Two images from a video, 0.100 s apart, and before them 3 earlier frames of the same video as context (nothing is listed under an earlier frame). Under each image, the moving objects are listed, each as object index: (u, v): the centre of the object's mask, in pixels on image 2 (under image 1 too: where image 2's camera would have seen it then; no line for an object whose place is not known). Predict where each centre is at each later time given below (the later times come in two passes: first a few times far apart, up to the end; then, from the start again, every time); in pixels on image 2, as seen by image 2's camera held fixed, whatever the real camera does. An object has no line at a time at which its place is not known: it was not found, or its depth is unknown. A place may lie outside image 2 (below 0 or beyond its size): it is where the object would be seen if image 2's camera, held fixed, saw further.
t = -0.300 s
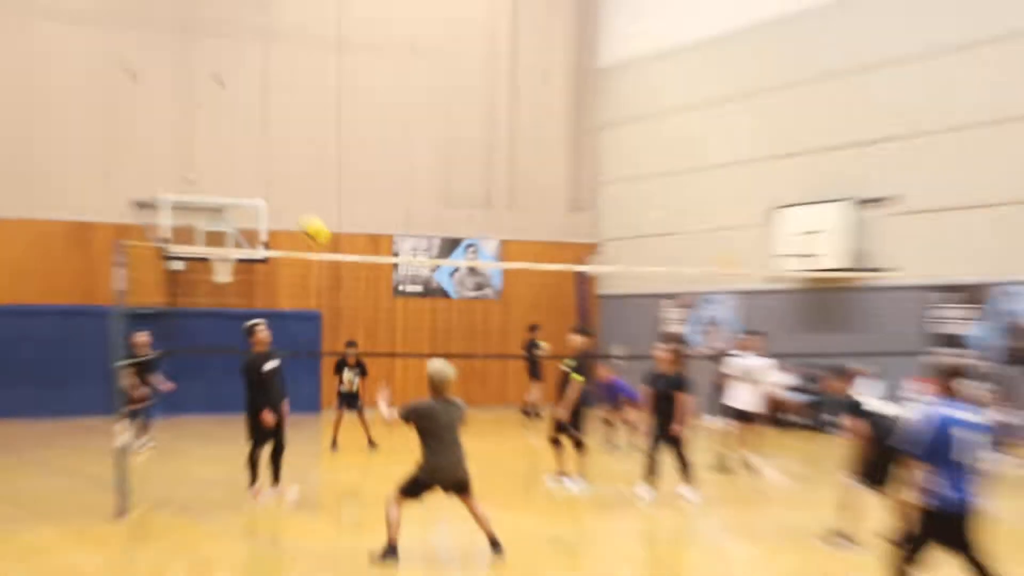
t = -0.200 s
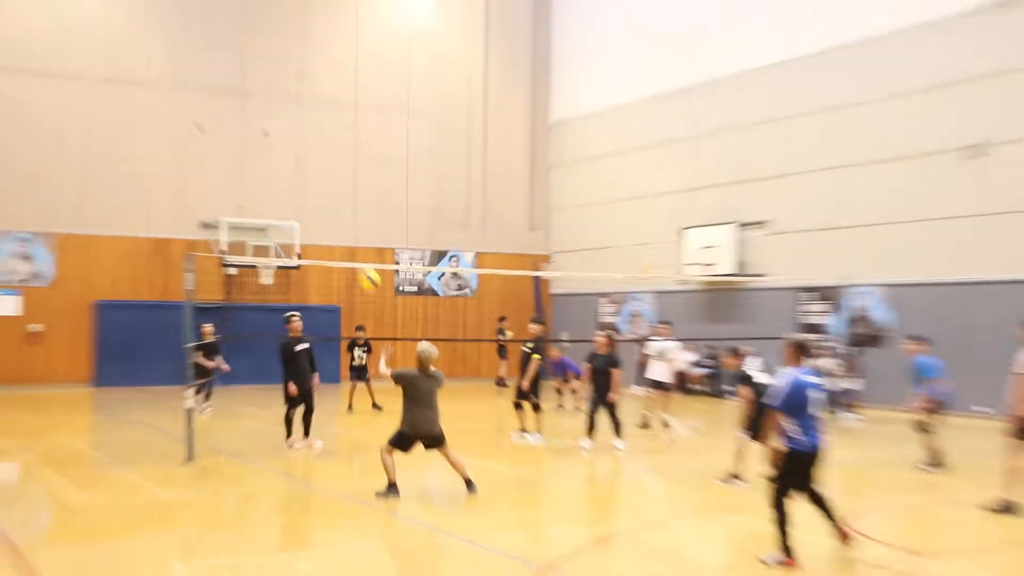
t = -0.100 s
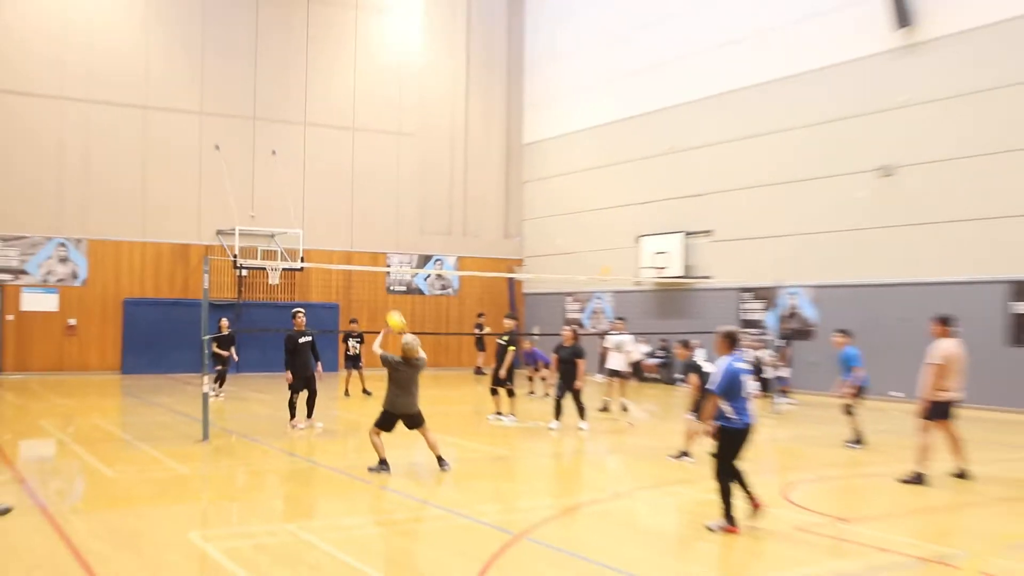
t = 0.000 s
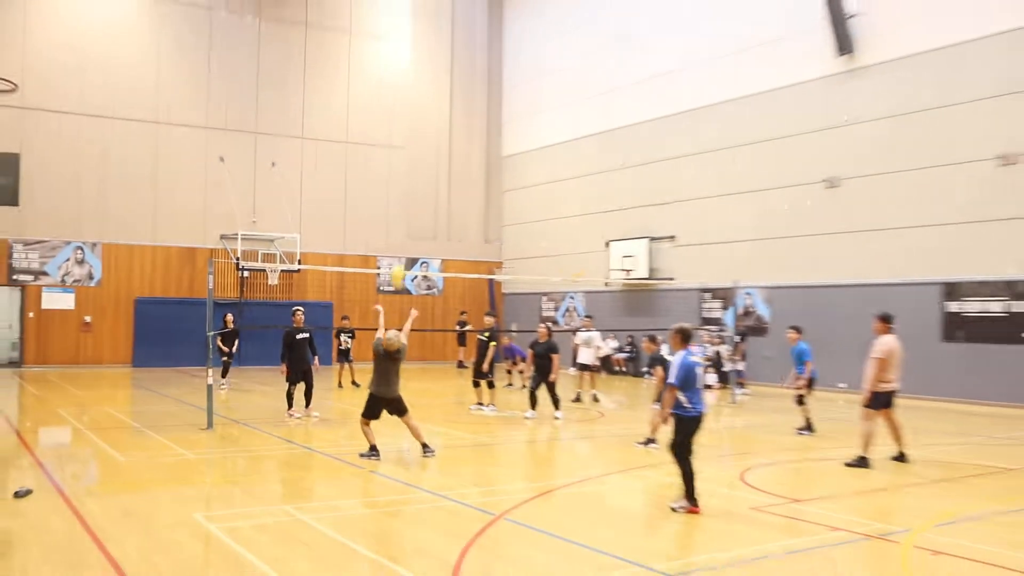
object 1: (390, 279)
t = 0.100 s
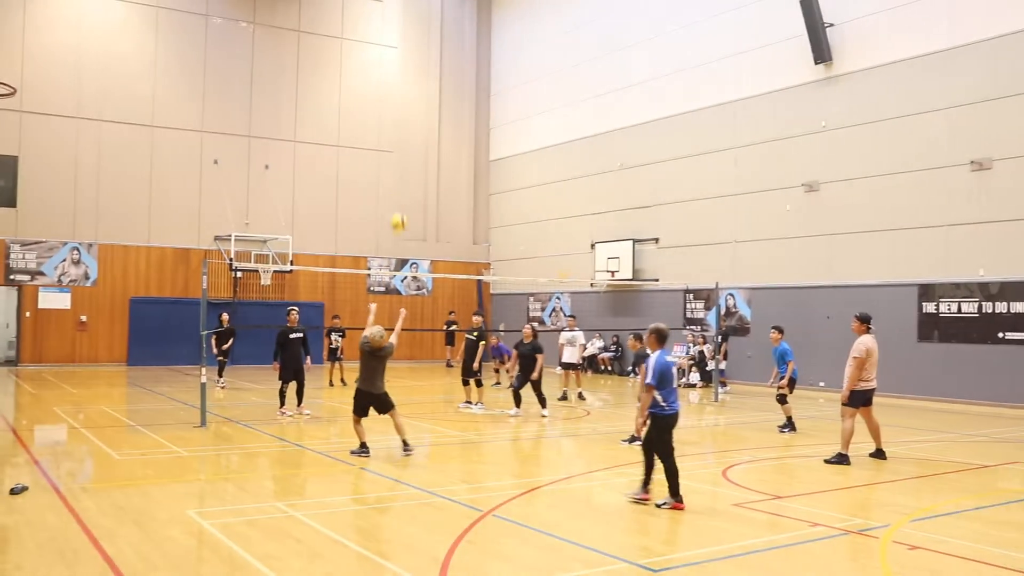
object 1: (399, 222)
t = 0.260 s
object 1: (413, 159)
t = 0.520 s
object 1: (435, 102)
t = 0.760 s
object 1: (454, 95)
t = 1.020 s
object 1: (476, 133)
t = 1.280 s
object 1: (496, 213)
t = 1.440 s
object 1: (507, 284)
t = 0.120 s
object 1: (400, 213)
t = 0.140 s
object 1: (401, 204)
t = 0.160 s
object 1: (403, 196)
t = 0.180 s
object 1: (405, 188)
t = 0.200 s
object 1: (407, 180)
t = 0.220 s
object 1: (409, 173)
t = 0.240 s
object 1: (411, 166)
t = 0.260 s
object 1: (413, 159)
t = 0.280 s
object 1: (414, 152)
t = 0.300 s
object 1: (416, 146)
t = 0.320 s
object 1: (418, 140)
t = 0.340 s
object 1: (419, 134)
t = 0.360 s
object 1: (421, 130)
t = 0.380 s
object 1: (422, 125)
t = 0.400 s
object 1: (423, 120)
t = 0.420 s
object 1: (425, 117)
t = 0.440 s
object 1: (428, 113)
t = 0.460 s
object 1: (430, 110)
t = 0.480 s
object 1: (431, 107)
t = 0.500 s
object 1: (433, 104)
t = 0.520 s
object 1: (435, 102)
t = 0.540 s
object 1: (436, 100)
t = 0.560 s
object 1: (438, 98)
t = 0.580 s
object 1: (439, 96)
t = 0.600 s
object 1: (442, 95)
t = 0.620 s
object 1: (443, 94)
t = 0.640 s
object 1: (444, 94)
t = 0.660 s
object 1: (446, 93)
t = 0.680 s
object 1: (448, 93)
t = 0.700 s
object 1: (450, 93)
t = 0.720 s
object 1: (451, 94)
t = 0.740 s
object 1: (452, 95)
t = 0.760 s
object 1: (454, 95)
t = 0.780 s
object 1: (456, 96)
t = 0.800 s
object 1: (457, 98)
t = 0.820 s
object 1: (459, 100)
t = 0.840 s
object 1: (460, 103)
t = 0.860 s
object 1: (463, 104)
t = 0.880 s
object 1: (465, 107)
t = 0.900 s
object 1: (467, 110)
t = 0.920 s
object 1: (468, 113)
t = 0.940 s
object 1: (470, 116)
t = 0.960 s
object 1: (471, 120)
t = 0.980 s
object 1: (472, 124)
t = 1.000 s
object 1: (474, 129)
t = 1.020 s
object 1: (476, 133)
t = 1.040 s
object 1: (478, 138)
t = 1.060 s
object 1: (479, 142)
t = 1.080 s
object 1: (481, 147)
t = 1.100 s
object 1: (483, 153)
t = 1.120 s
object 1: (484, 160)
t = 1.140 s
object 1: (486, 165)
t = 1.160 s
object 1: (487, 171)
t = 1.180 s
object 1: (489, 177)
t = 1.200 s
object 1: (489, 183)
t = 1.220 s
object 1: (493, 191)
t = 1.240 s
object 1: (494, 198)
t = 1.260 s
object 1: (495, 205)
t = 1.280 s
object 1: (496, 213)
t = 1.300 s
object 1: (498, 221)
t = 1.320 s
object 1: (499, 230)
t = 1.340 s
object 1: (500, 237)
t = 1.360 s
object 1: (501, 246)
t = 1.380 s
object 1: (503, 255)
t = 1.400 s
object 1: (505, 264)
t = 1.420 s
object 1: (506, 272)
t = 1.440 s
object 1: (507, 284)
